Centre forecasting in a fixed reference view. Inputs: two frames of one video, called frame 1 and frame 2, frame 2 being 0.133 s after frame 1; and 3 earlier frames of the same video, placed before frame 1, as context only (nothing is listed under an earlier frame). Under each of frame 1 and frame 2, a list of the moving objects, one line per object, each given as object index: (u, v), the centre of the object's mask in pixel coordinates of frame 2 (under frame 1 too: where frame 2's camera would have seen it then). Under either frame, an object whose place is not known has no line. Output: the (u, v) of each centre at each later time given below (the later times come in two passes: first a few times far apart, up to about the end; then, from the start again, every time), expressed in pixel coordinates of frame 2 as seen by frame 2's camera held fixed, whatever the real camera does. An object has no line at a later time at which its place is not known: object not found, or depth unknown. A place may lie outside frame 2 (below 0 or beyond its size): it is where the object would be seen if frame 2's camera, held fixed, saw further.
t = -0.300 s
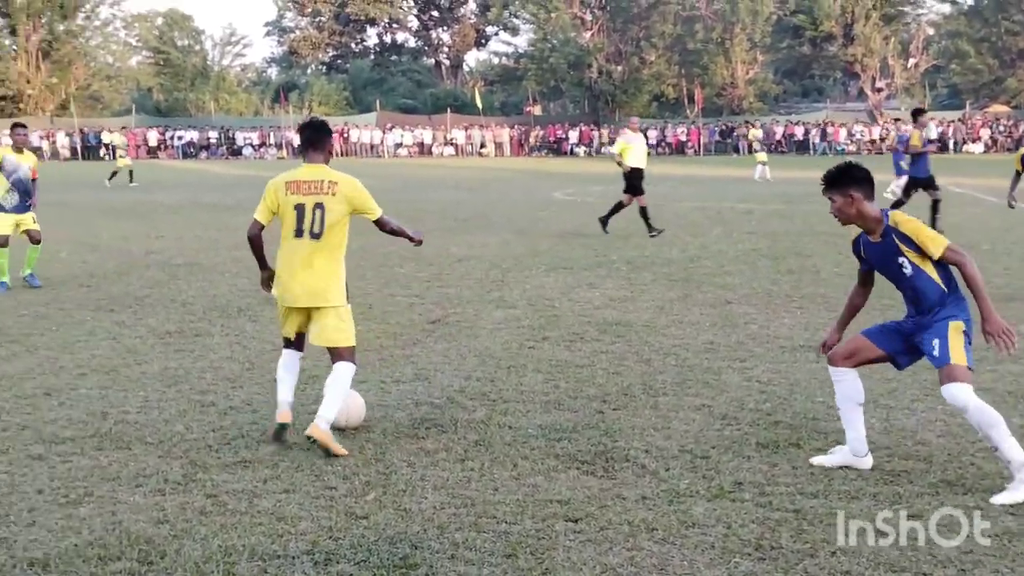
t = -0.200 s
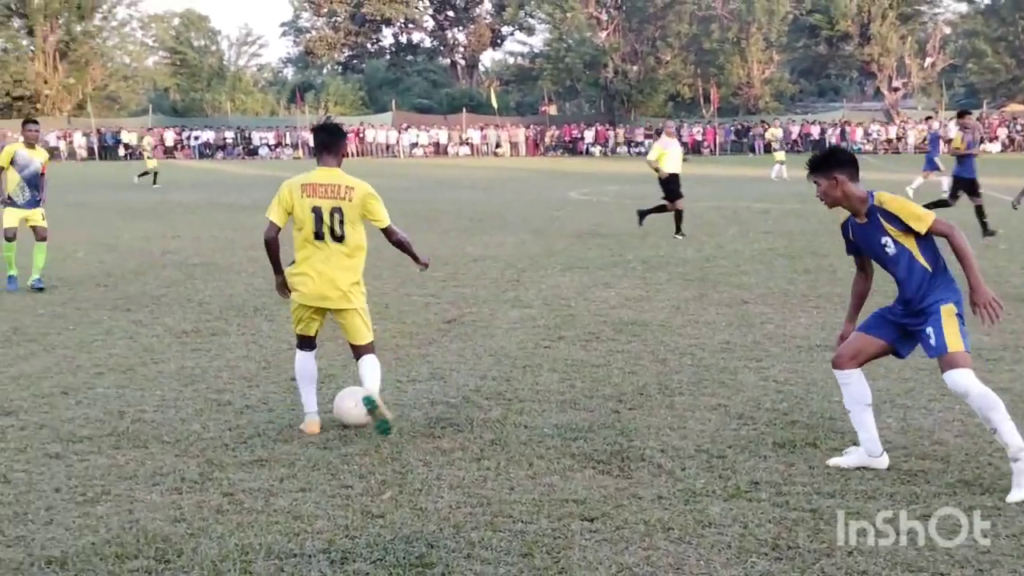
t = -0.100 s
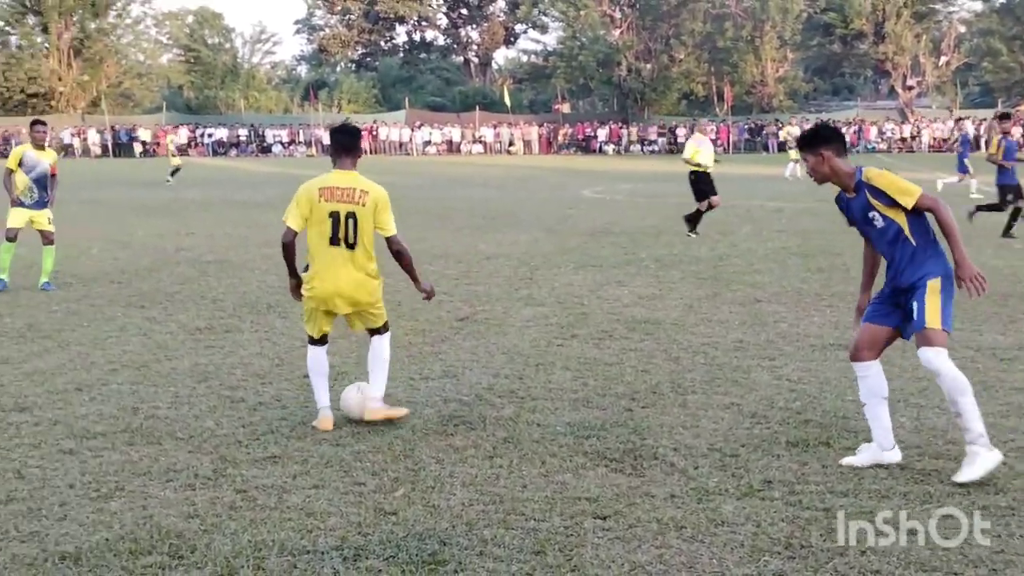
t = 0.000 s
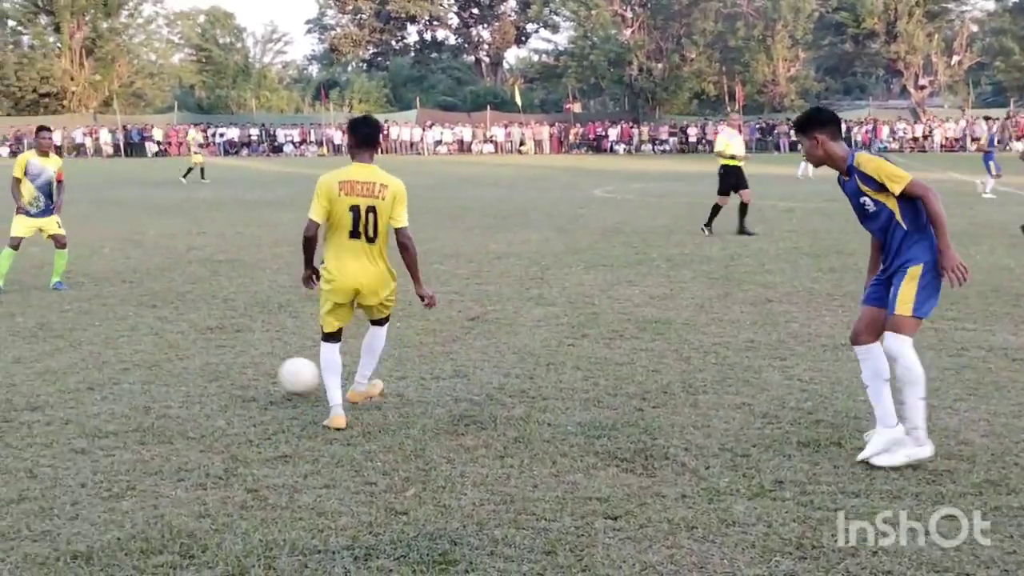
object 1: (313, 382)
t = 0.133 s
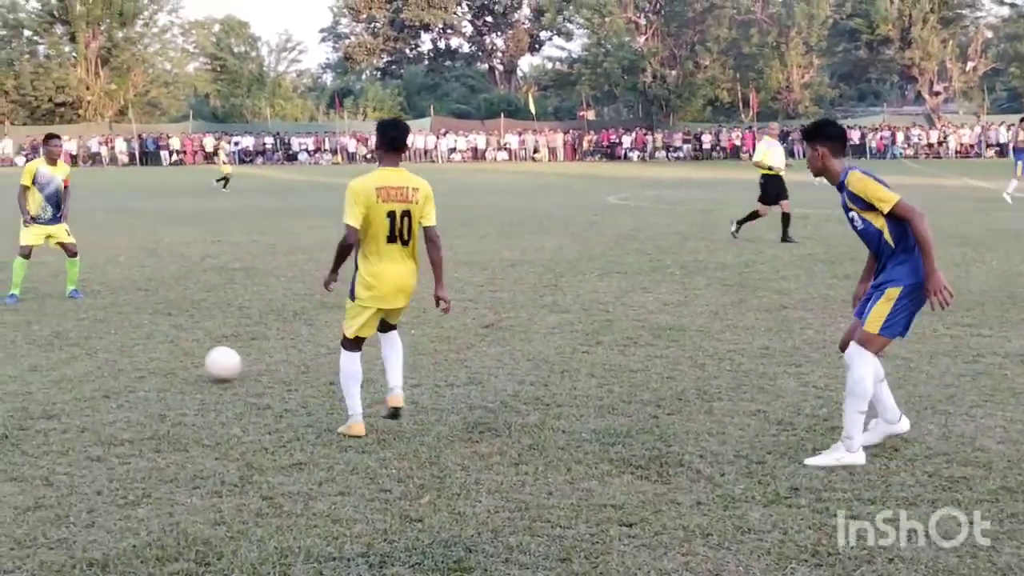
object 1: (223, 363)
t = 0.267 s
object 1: (158, 337)
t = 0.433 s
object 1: (94, 319)
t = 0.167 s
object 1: (205, 354)
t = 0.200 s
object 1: (189, 346)
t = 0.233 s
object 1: (174, 340)
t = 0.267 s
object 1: (158, 337)
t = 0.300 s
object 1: (143, 335)
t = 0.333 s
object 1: (128, 335)
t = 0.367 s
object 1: (114, 336)
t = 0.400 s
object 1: (104, 327)
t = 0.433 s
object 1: (94, 319)
